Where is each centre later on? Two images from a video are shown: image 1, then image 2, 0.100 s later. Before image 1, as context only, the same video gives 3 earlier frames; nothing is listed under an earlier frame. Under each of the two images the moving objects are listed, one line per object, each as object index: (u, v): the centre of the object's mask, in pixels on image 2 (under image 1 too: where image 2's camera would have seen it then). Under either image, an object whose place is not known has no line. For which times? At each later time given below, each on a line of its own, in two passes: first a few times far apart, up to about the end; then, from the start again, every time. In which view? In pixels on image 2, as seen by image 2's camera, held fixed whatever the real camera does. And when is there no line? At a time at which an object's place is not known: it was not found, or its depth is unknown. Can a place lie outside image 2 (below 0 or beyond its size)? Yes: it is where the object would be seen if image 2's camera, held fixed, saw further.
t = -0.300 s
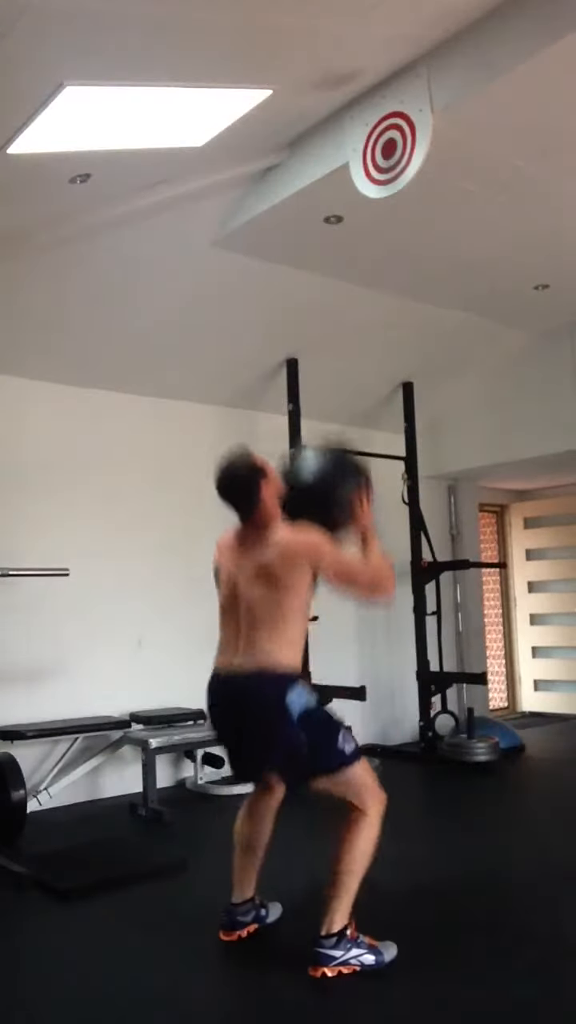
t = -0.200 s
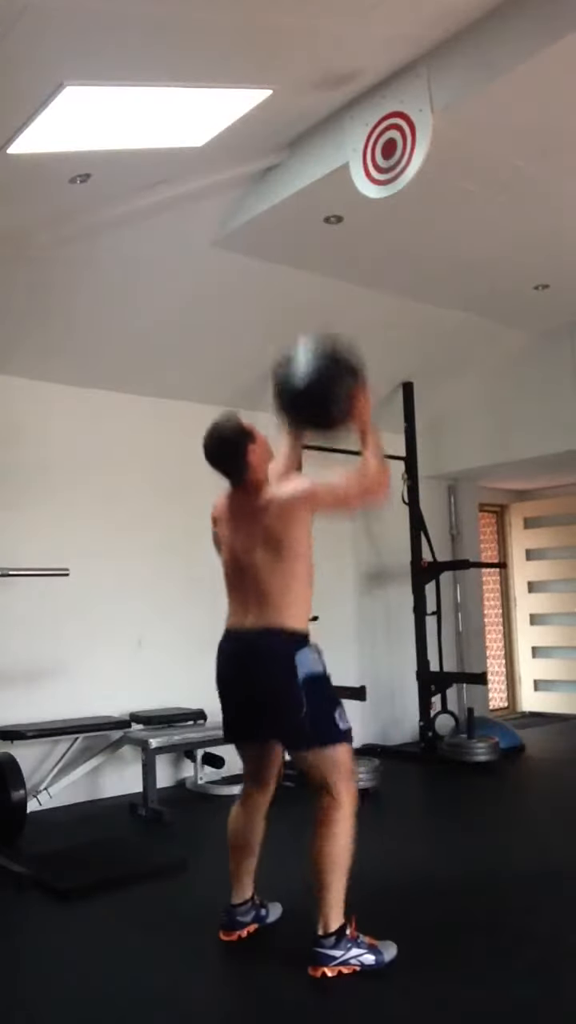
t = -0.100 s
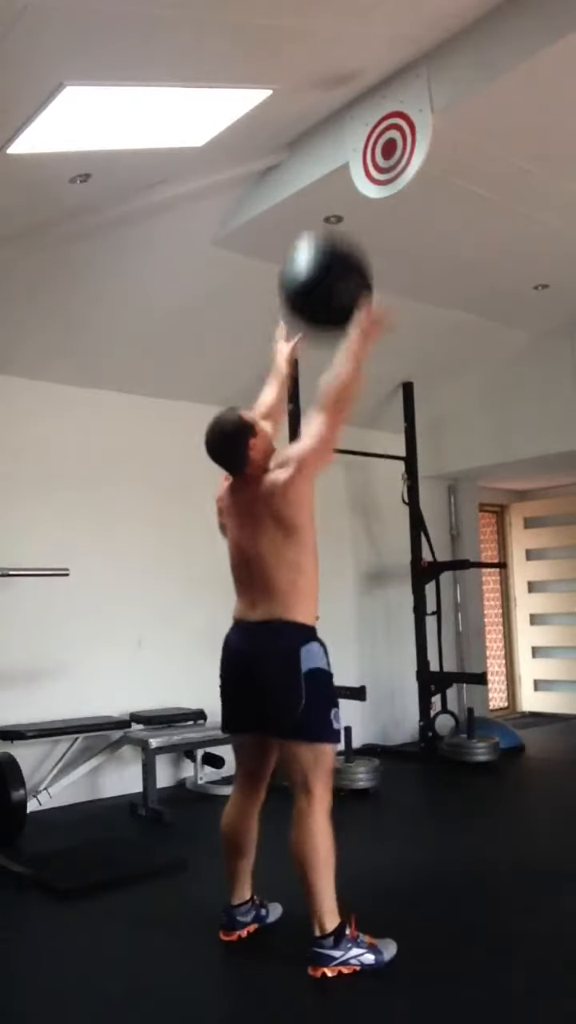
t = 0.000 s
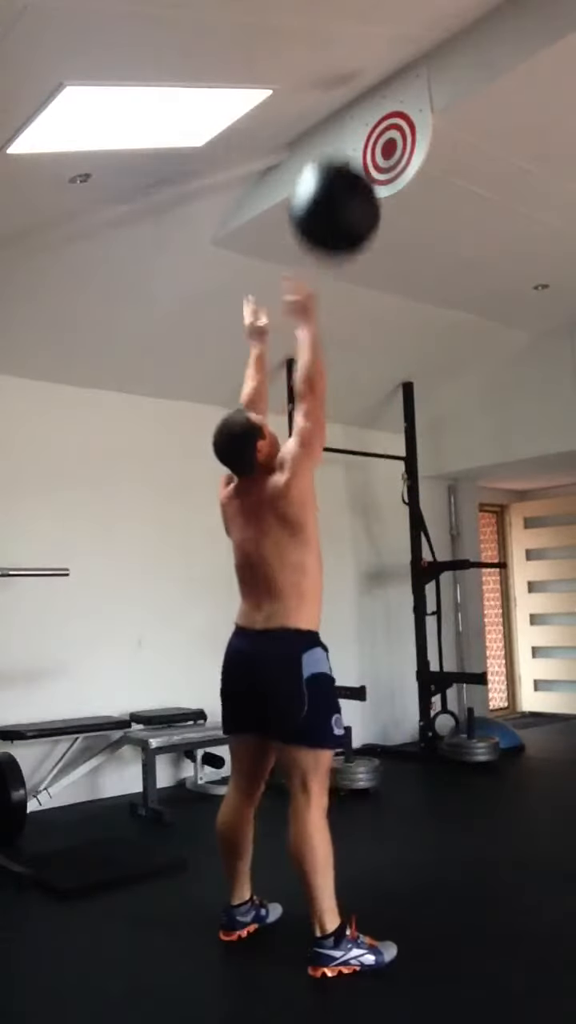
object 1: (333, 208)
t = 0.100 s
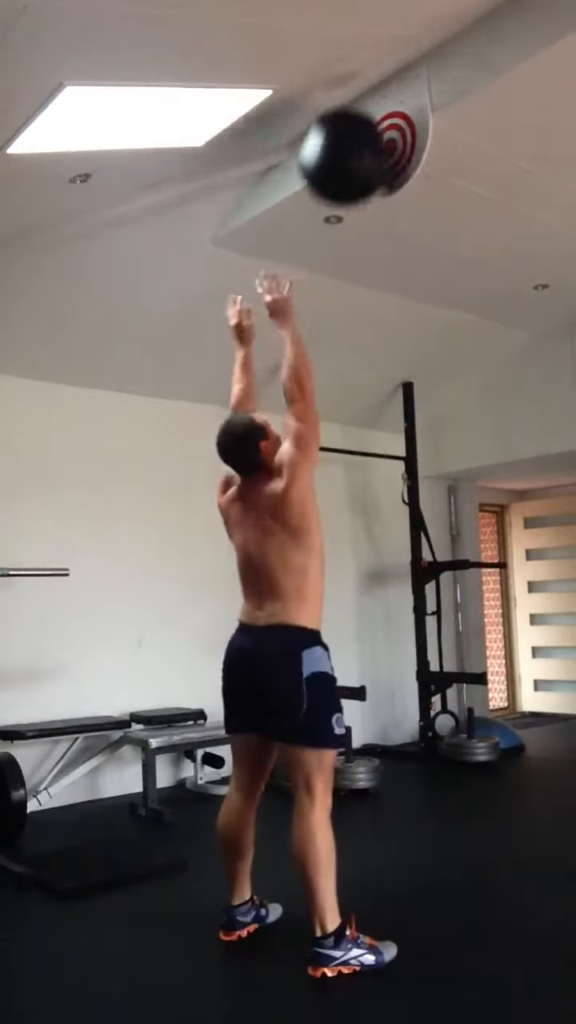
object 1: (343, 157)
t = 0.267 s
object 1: (361, 128)
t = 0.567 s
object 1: (345, 208)
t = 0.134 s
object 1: (348, 147)
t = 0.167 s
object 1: (352, 138)
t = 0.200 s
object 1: (356, 132)
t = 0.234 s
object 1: (359, 129)
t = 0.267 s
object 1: (361, 128)
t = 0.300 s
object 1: (361, 128)
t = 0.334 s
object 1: (360, 129)
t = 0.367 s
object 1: (359, 133)
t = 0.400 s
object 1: (356, 139)
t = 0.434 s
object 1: (353, 147)
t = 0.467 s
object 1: (351, 158)
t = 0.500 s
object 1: (349, 173)
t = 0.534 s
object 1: (346, 188)
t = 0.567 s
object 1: (345, 208)
